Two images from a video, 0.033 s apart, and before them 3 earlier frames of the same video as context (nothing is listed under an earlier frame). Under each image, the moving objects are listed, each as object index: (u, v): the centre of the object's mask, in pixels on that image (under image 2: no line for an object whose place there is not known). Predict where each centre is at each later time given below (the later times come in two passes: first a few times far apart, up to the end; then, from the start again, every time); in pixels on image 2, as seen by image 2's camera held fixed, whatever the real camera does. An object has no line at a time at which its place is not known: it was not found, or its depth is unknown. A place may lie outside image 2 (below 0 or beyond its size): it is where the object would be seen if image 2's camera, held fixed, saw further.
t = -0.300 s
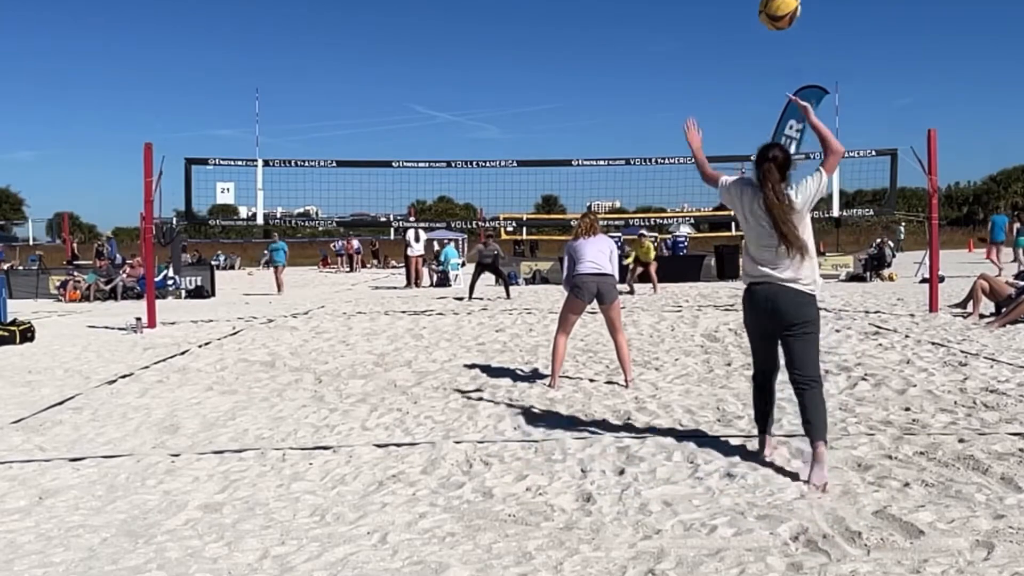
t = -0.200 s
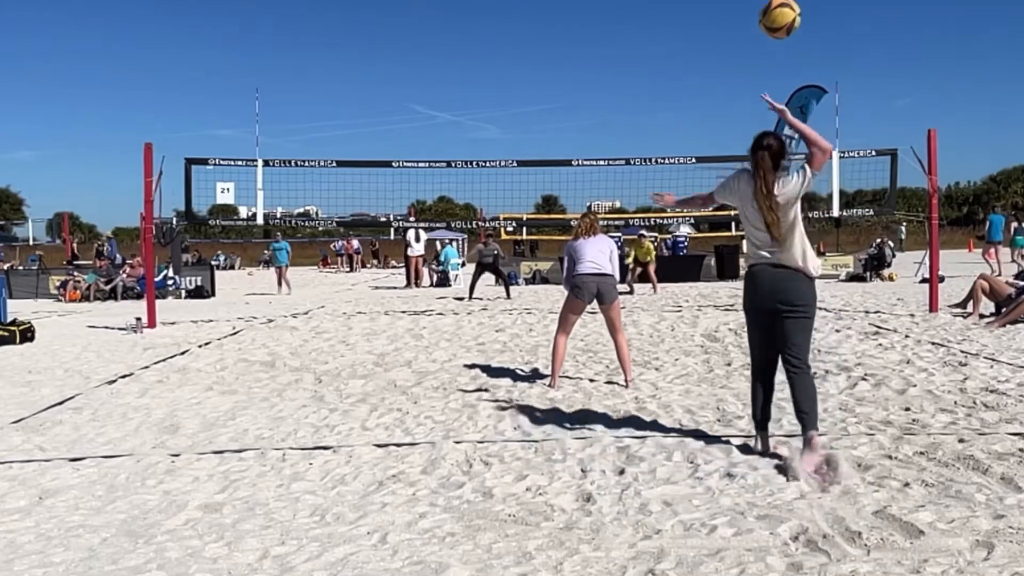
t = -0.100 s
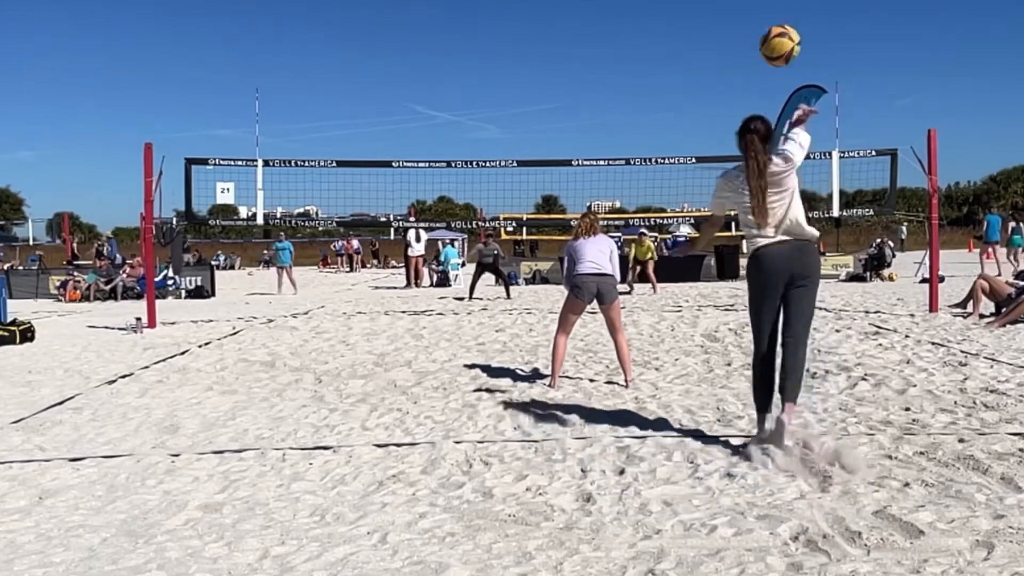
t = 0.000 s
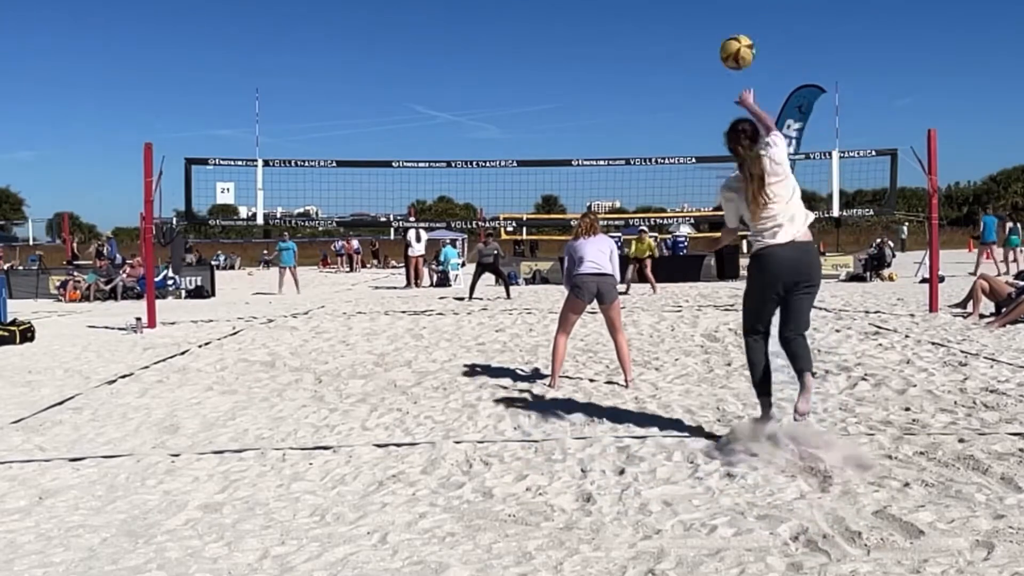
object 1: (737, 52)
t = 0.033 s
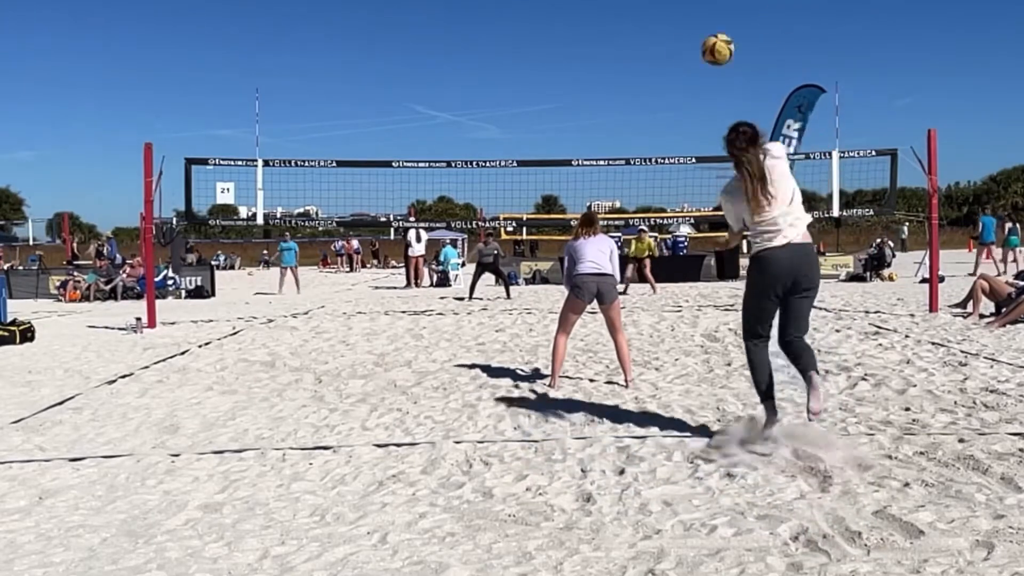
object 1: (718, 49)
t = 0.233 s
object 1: (648, 63)
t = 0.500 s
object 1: (603, 121)
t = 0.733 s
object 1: (577, 180)
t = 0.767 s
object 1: (574, 189)
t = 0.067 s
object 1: (699, 49)
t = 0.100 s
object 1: (687, 50)
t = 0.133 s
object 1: (675, 52)
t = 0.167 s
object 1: (665, 55)
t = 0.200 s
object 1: (656, 59)
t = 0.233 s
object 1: (648, 63)
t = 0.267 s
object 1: (641, 69)
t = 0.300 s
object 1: (635, 75)
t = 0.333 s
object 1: (628, 82)
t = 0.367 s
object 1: (623, 89)
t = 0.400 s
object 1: (617, 97)
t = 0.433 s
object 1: (613, 105)
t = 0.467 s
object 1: (608, 113)
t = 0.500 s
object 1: (603, 121)
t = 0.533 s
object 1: (598, 131)
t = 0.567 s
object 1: (594, 138)
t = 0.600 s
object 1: (590, 146)
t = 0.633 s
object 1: (587, 153)
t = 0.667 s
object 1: (583, 167)
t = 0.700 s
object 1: (580, 172)
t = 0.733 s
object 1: (577, 180)
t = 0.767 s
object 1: (574, 189)
